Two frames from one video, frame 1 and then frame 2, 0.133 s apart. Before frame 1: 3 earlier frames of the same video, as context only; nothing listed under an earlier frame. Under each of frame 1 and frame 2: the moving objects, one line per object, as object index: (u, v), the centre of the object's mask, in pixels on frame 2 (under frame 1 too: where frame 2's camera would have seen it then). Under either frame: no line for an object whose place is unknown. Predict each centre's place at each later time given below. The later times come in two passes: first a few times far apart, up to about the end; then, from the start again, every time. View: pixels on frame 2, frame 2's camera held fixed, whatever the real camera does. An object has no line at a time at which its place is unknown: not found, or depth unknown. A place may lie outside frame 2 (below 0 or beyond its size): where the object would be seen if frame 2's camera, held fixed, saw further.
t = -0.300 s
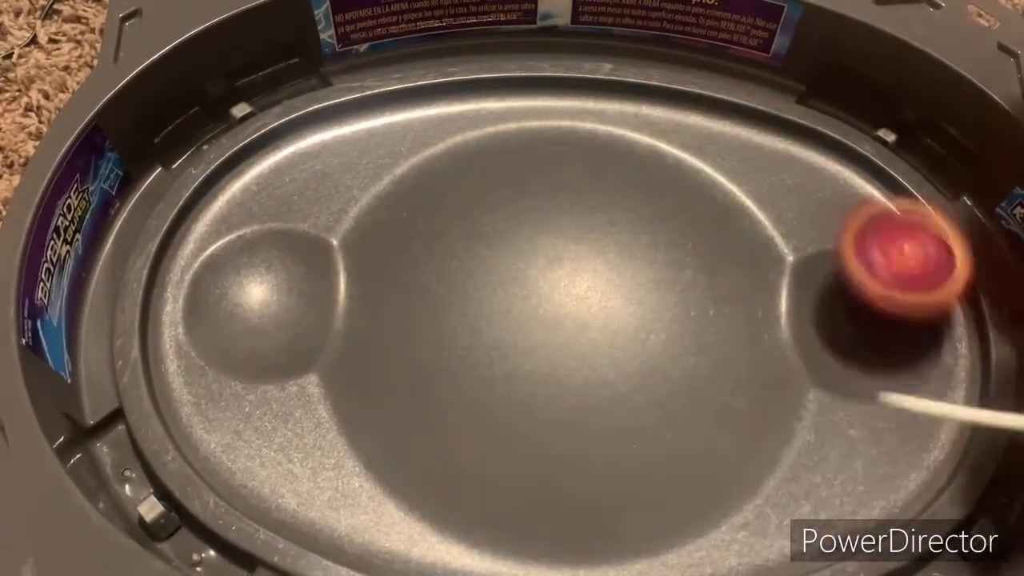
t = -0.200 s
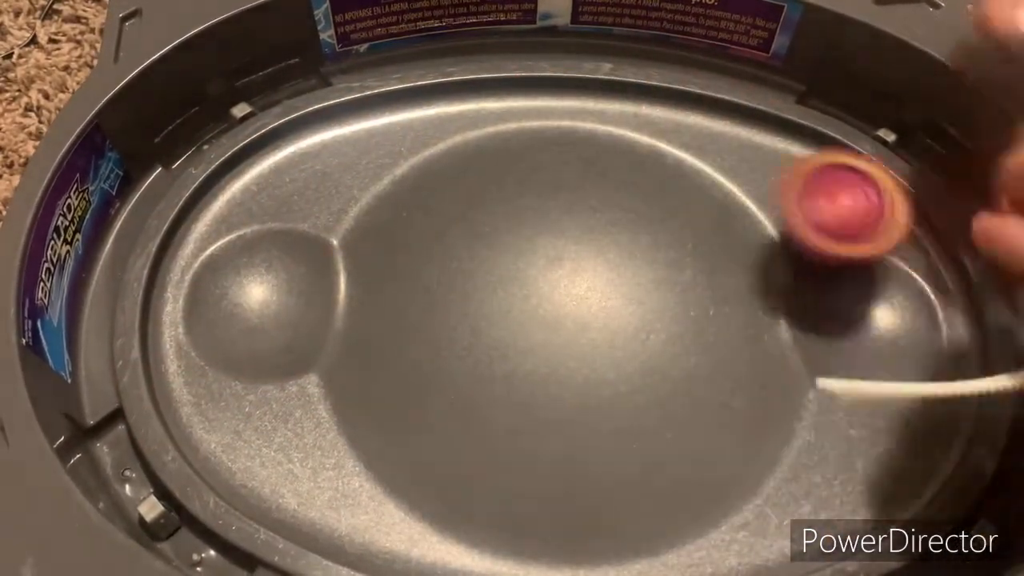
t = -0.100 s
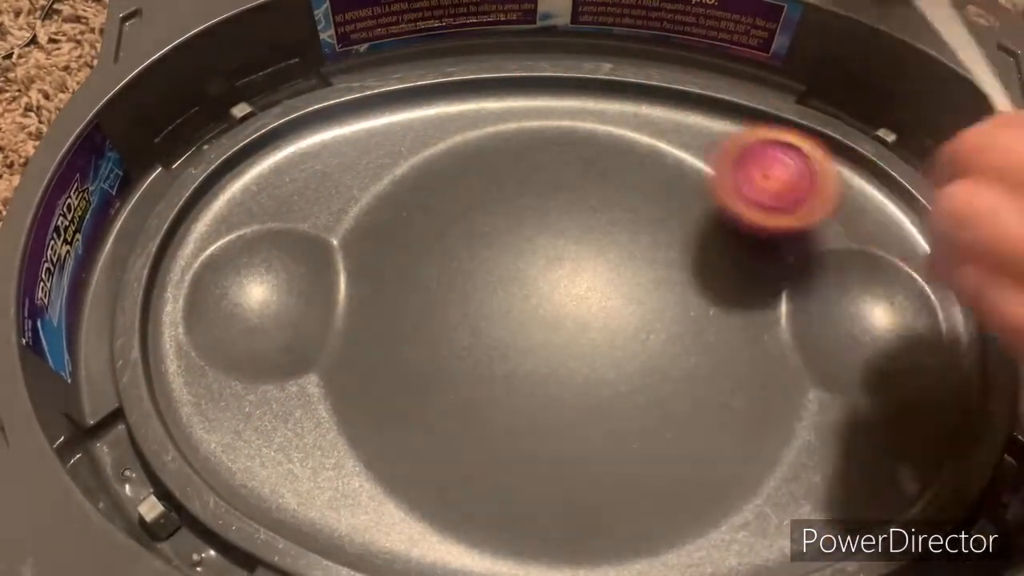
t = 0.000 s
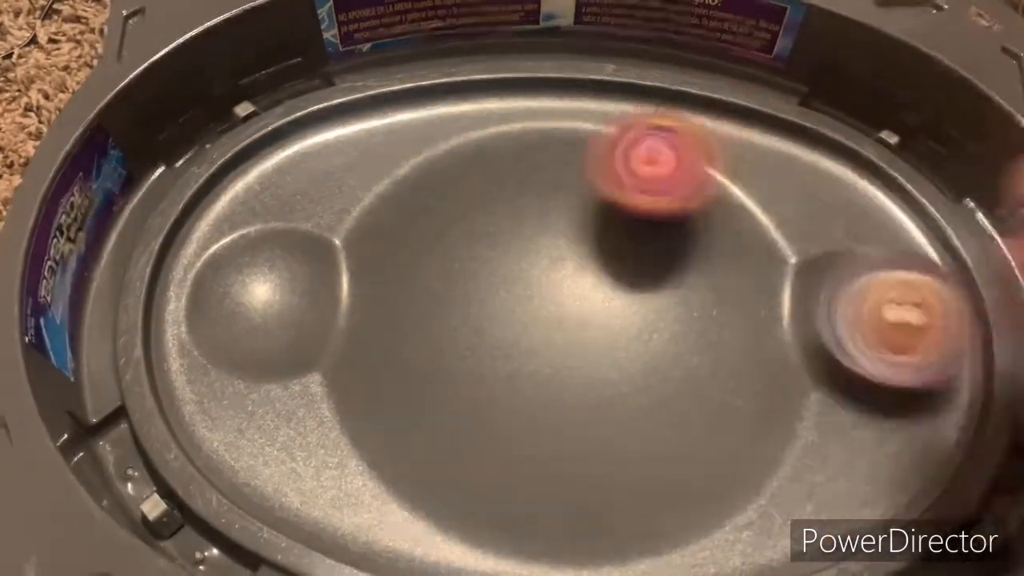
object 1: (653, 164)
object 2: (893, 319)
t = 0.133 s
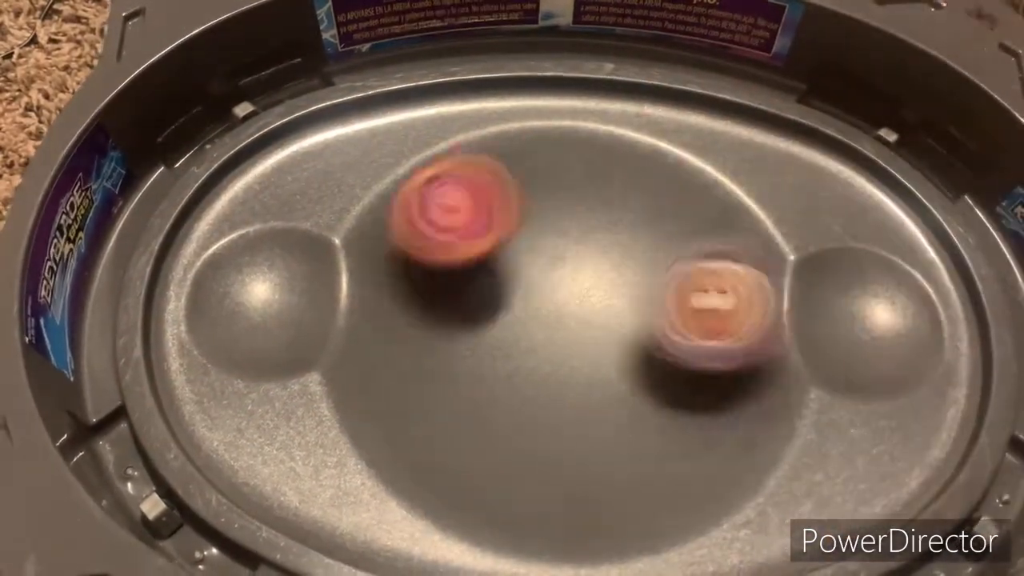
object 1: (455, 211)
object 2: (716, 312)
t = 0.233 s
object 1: (384, 330)
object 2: (570, 300)
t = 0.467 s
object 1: (672, 513)
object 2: (391, 329)
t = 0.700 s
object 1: (771, 255)
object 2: (591, 412)
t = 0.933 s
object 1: (419, 146)
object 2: (869, 281)
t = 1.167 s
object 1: (226, 337)
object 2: (845, 263)
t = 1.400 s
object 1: (261, 429)
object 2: (576, 415)
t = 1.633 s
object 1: (364, 462)
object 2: (429, 345)
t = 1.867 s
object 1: (612, 427)
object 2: (544, 311)
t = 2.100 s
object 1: (683, 227)
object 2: (536, 256)
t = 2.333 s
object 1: (505, 212)
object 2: (437, 377)
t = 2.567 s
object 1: (517, 375)
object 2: (726, 367)
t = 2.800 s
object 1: (677, 349)
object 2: (644, 82)
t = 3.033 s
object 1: (609, 251)
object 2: (373, 105)
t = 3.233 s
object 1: (511, 287)
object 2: (226, 170)
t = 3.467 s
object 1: (549, 360)
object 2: (312, 357)
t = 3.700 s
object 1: (685, 276)
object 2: (699, 436)
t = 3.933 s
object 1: (602, 178)
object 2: (768, 114)
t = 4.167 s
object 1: (477, 318)
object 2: (552, 162)
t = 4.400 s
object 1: (592, 468)
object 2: (455, 345)
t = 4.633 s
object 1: (866, 489)
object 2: (663, 266)
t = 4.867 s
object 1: (900, 314)
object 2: (567, 139)
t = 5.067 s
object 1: (809, 239)
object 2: (478, 306)
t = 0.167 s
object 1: (418, 243)
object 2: (666, 308)
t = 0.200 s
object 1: (394, 284)
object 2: (616, 305)
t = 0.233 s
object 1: (384, 330)
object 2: (570, 300)
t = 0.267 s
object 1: (390, 380)
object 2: (523, 295)
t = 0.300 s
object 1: (417, 431)
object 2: (484, 295)
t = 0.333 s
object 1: (462, 474)
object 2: (456, 296)
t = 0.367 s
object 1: (518, 505)
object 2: (429, 301)
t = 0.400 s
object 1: (576, 520)
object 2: (409, 308)
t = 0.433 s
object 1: (629, 518)
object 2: (396, 317)
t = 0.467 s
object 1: (672, 513)
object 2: (391, 329)
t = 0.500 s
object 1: (710, 500)
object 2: (395, 342)
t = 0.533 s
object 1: (740, 476)
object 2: (407, 357)
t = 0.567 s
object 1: (763, 447)
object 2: (431, 371)
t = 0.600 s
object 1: (782, 404)
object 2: (461, 383)
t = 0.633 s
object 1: (790, 357)
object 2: (497, 395)
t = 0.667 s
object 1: (787, 304)
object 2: (541, 407)
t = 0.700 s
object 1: (771, 255)
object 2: (591, 412)
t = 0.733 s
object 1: (741, 211)
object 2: (643, 412)
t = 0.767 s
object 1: (700, 174)
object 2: (695, 403)
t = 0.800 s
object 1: (646, 144)
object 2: (743, 388)
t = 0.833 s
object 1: (592, 126)
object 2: (784, 361)
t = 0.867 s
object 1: (533, 119)
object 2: (816, 327)
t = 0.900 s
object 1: (476, 126)
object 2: (843, 304)
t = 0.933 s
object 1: (419, 146)
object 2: (869, 281)
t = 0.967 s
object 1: (371, 180)
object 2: (897, 257)
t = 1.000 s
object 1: (336, 211)
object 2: (913, 238)
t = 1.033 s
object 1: (301, 260)
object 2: (918, 230)
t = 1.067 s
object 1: (268, 290)
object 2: (913, 226)
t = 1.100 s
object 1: (242, 314)
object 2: (900, 229)
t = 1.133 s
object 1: (229, 326)
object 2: (875, 241)
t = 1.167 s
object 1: (226, 337)
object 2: (845, 263)
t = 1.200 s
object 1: (228, 349)
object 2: (821, 289)
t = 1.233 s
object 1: (230, 363)
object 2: (791, 326)
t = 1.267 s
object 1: (232, 377)
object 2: (759, 355)
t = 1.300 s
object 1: (236, 393)
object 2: (719, 380)
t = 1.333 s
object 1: (241, 406)
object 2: (672, 401)
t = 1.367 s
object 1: (249, 418)
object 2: (623, 413)
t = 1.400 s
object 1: (261, 429)
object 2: (576, 415)
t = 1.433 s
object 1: (272, 440)
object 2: (536, 413)
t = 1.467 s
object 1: (284, 447)
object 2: (500, 406)
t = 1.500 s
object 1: (300, 454)
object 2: (470, 396)
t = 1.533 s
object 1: (314, 460)
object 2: (449, 384)
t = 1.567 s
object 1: (331, 463)
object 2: (437, 369)
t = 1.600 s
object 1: (347, 462)
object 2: (430, 355)
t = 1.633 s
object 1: (364, 462)
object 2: (429, 345)
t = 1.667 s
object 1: (381, 461)
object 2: (433, 336)
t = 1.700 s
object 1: (401, 458)
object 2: (446, 330)
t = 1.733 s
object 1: (428, 455)
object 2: (464, 325)
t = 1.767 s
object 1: (463, 451)
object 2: (482, 323)
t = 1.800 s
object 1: (508, 444)
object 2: (504, 322)
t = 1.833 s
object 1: (560, 436)
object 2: (525, 321)
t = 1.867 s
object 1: (612, 427)
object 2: (544, 311)
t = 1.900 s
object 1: (654, 412)
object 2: (558, 294)
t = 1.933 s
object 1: (688, 389)
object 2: (568, 282)
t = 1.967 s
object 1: (708, 358)
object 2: (574, 271)
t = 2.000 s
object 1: (715, 322)
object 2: (575, 263)
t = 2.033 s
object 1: (711, 286)
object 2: (571, 258)
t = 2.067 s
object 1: (699, 256)
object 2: (557, 256)
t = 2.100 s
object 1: (683, 227)
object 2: (536, 256)
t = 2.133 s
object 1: (664, 208)
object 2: (513, 258)
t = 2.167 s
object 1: (638, 193)
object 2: (489, 265)
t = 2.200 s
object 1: (612, 187)
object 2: (467, 278)
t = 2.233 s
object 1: (581, 186)
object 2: (446, 293)
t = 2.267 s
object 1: (553, 189)
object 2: (429, 317)
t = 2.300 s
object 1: (527, 198)
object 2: (425, 344)
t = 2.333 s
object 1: (505, 212)
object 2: (437, 377)
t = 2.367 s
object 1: (489, 232)
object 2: (459, 405)
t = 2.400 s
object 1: (477, 256)
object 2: (494, 430)
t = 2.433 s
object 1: (473, 281)
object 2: (541, 443)
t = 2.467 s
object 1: (474, 307)
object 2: (591, 445)
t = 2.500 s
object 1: (482, 333)
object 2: (645, 432)
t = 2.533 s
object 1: (496, 356)
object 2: (690, 404)
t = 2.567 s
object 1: (517, 375)
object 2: (726, 367)
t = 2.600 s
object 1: (545, 387)
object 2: (748, 321)
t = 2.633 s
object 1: (573, 394)
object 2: (759, 269)
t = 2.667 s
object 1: (601, 395)
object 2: (756, 217)
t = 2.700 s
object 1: (626, 389)
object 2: (741, 169)
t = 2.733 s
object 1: (649, 380)
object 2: (714, 126)
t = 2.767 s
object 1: (666, 365)
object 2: (680, 91)
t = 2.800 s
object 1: (677, 349)
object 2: (644, 82)
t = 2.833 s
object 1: (682, 329)
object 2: (609, 78)
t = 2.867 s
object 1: (682, 311)
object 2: (571, 80)
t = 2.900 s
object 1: (674, 293)
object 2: (528, 83)
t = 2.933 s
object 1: (662, 278)
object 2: (482, 88)
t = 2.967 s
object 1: (648, 266)
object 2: (443, 93)
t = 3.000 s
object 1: (630, 257)
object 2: (404, 98)
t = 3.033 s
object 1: (609, 251)
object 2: (373, 105)
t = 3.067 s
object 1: (589, 249)
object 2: (344, 112)
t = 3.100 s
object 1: (568, 252)
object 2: (317, 120)
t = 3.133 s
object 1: (550, 257)
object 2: (290, 131)
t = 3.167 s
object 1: (534, 265)
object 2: (268, 144)
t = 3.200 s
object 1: (520, 275)
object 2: (247, 156)
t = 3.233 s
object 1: (511, 287)
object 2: (226, 170)
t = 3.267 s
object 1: (505, 300)
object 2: (212, 188)
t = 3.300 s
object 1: (503, 313)
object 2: (206, 208)
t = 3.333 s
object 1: (506, 327)
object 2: (200, 234)
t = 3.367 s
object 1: (514, 340)
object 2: (202, 271)
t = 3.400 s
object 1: (523, 348)
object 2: (223, 309)
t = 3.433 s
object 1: (536, 355)
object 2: (265, 335)
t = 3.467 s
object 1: (549, 360)
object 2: (312, 357)
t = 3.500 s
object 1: (561, 362)
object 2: (355, 380)
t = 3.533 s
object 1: (572, 361)
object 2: (409, 408)
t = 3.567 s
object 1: (586, 356)
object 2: (476, 437)
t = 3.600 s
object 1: (623, 343)
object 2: (528, 455)
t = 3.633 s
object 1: (653, 322)
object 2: (585, 465)
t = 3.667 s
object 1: (673, 300)
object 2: (644, 460)
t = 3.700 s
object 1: (685, 276)
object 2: (699, 436)
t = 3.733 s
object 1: (687, 254)
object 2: (745, 403)
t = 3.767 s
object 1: (681, 232)
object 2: (775, 354)
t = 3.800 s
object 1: (668, 213)
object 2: (798, 300)
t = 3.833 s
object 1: (654, 198)
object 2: (804, 250)
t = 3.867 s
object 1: (640, 185)
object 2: (794, 192)
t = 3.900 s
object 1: (621, 180)
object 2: (780, 151)
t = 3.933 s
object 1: (602, 178)
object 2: (768, 114)
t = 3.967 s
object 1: (582, 186)
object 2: (744, 108)
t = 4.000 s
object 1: (566, 193)
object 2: (712, 118)
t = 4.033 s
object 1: (550, 206)
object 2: (678, 125)
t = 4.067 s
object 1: (537, 222)
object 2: (636, 141)
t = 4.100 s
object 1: (517, 248)
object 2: (604, 150)
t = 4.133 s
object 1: (492, 284)
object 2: (581, 152)
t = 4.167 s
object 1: (477, 318)
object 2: (552, 162)
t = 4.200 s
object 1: (475, 353)
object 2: (522, 174)
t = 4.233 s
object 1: (480, 383)
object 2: (489, 191)
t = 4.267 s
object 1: (494, 408)
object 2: (462, 212)
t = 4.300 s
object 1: (513, 431)
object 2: (443, 236)
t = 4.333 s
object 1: (536, 449)
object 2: (435, 272)
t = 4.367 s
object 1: (563, 463)
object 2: (437, 308)
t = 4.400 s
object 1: (592, 468)
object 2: (455, 345)
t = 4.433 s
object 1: (619, 467)
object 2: (485, 380)
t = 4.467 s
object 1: (653, 480)
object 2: (521, 394)
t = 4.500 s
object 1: (706, 506)
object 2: (557, 370)
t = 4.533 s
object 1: (756, 517)
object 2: (594, 347)
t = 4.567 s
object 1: (805, 516)
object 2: (626, 318)
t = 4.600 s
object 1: (840, 508)
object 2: (648, 290)
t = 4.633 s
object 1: (866, 489)
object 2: (663, 266)
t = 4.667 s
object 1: (886, 451)
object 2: (672, 236)
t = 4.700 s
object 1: (899, 420)
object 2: (673, 205)
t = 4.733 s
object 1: (907, 393)
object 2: (665, 181)
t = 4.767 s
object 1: (908, 373)
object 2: (649, 161)
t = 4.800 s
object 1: (905, 355)
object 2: (625, 144)
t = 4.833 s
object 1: (900, 339)
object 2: (597, 138)
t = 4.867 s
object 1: (900, 314)
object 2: (567, 139)
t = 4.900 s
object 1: (899, 293)
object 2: (538, 152)
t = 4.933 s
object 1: (890, 272)
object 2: (513, 174)
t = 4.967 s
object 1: (874, 254)
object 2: (492, 201)
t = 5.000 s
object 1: (854, 240)
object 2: (479, 230)
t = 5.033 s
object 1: (834, 237)
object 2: (475, 267)
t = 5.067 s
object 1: (809, 239)
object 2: (478, 306)
